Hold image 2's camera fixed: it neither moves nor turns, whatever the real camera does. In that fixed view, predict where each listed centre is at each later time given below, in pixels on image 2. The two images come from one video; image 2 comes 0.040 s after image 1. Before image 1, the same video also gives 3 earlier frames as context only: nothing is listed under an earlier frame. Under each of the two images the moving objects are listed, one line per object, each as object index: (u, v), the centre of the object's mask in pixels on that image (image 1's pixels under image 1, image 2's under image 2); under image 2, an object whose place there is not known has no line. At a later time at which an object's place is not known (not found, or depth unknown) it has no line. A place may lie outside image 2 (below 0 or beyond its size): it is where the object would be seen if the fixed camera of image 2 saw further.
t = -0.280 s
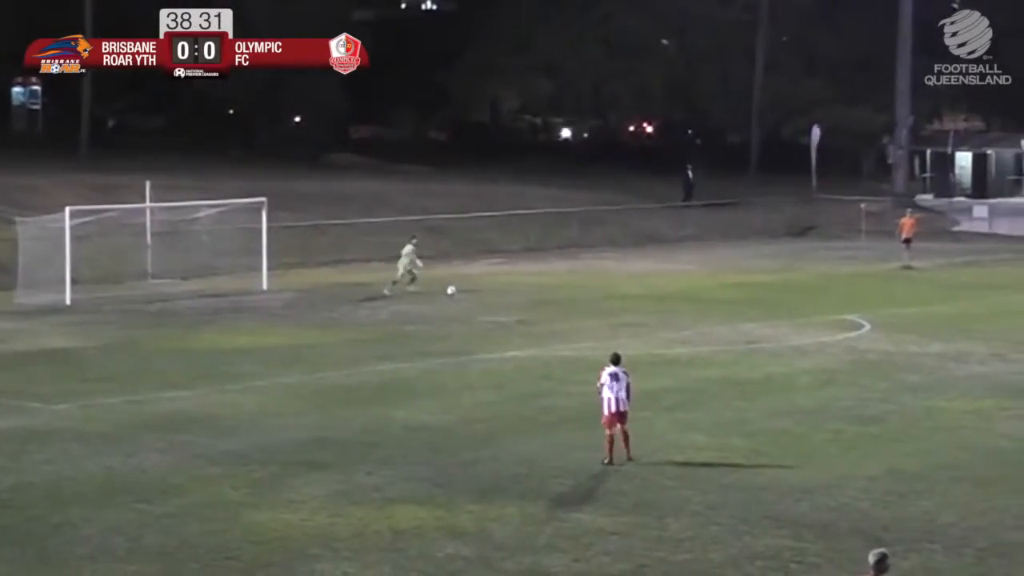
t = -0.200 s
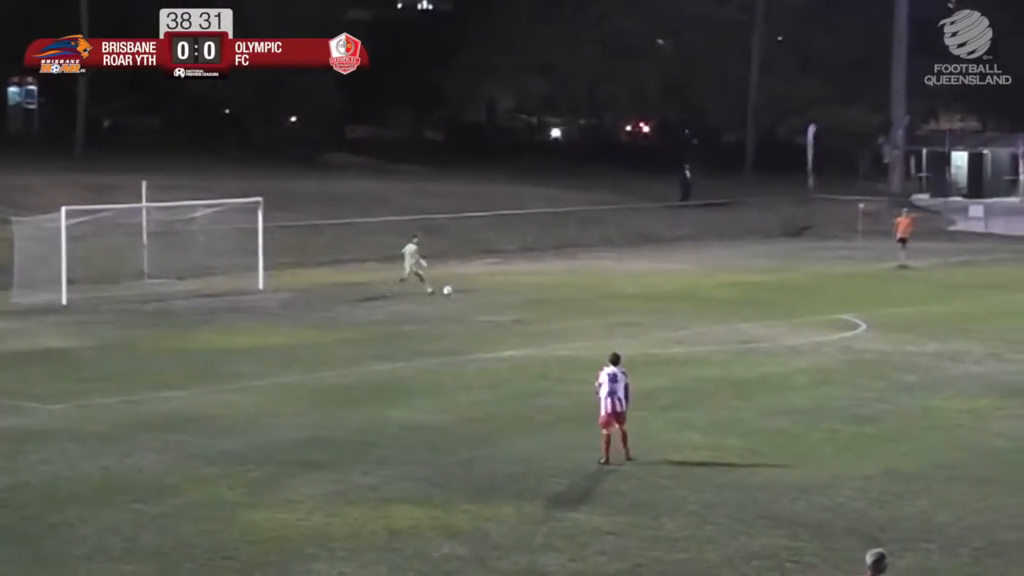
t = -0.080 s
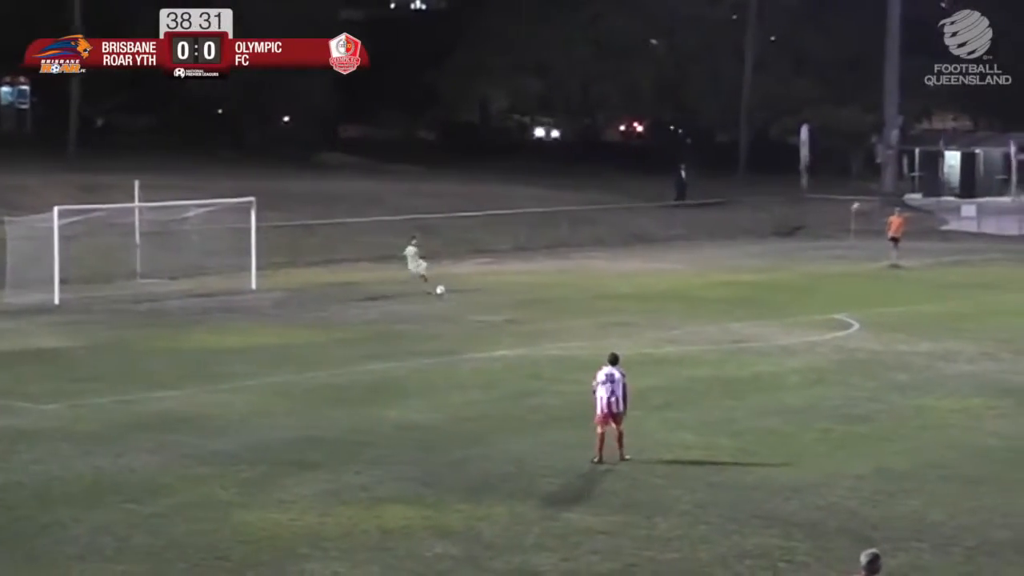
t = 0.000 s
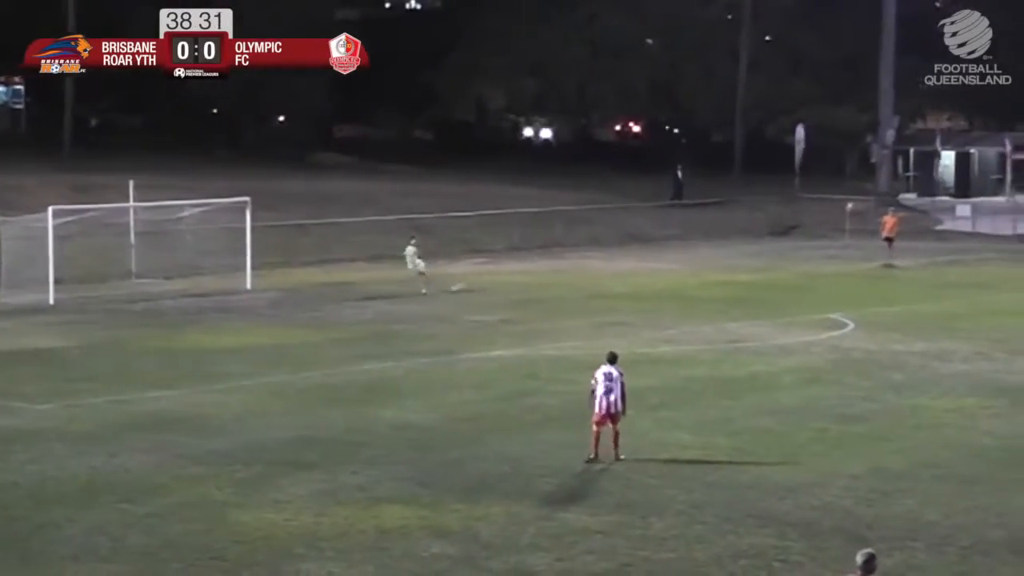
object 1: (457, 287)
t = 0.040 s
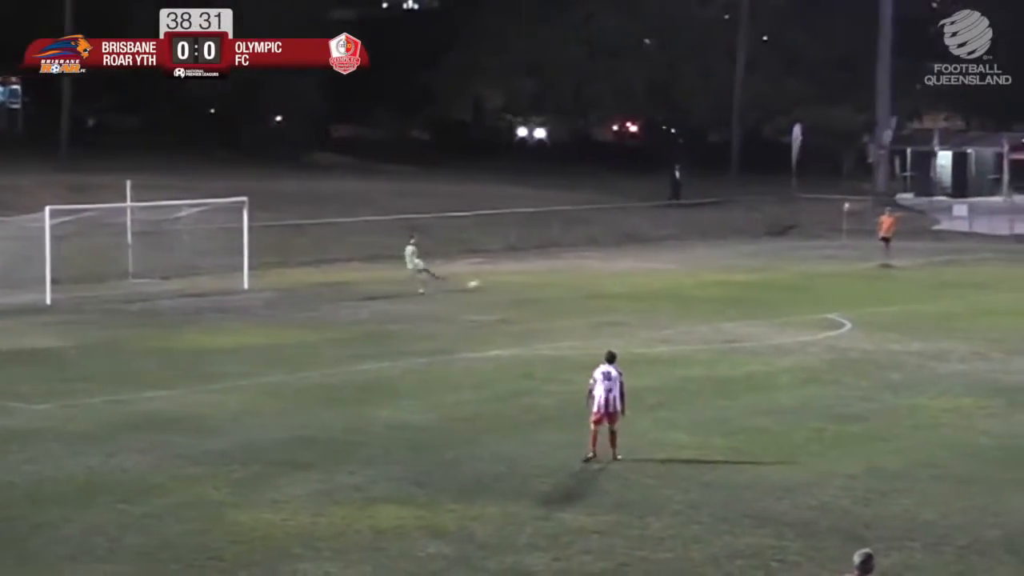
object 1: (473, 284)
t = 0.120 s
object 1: (507, 281)
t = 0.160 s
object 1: (522, 281)
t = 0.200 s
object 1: (536, 281)
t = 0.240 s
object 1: (548, 280)
